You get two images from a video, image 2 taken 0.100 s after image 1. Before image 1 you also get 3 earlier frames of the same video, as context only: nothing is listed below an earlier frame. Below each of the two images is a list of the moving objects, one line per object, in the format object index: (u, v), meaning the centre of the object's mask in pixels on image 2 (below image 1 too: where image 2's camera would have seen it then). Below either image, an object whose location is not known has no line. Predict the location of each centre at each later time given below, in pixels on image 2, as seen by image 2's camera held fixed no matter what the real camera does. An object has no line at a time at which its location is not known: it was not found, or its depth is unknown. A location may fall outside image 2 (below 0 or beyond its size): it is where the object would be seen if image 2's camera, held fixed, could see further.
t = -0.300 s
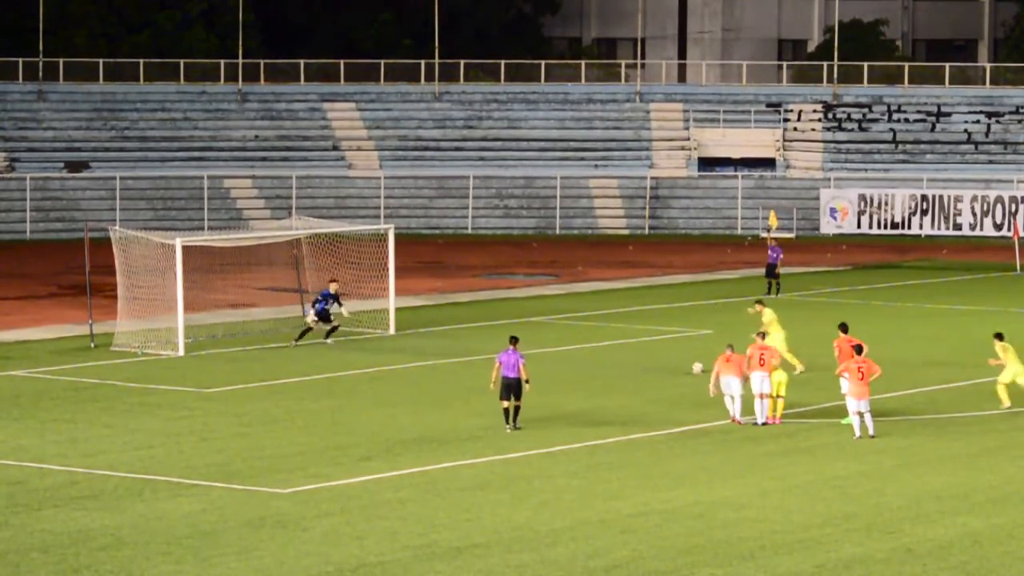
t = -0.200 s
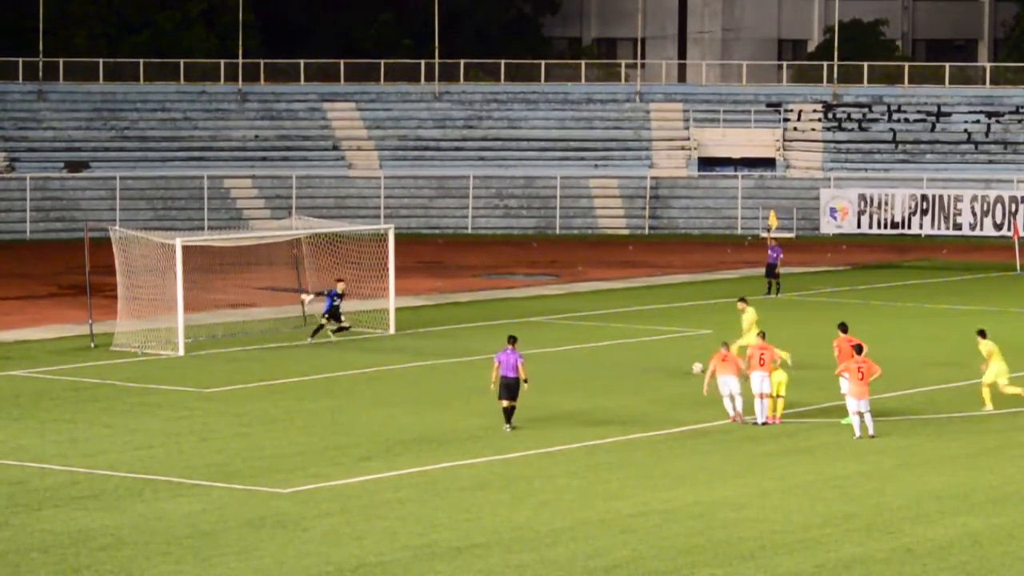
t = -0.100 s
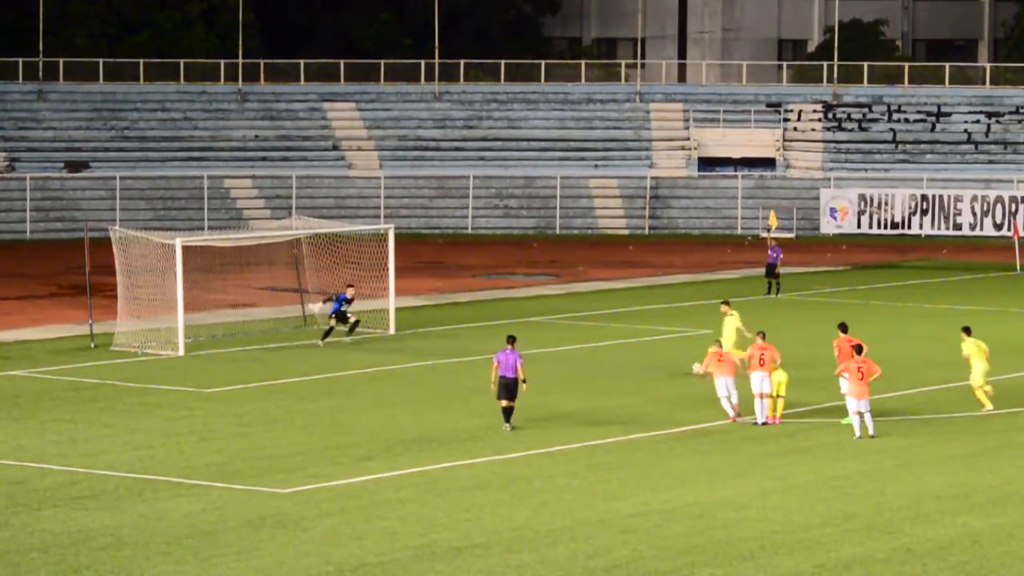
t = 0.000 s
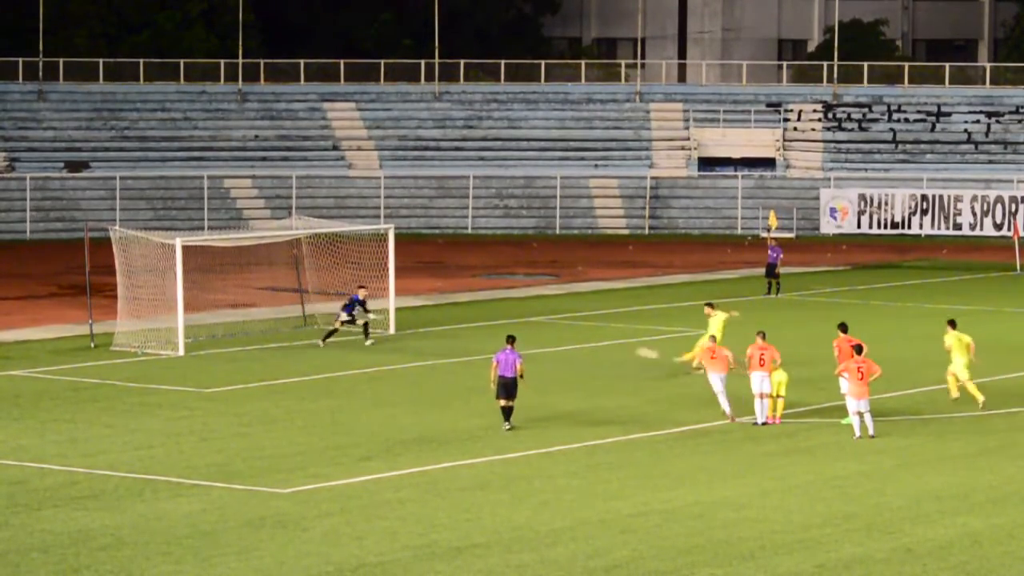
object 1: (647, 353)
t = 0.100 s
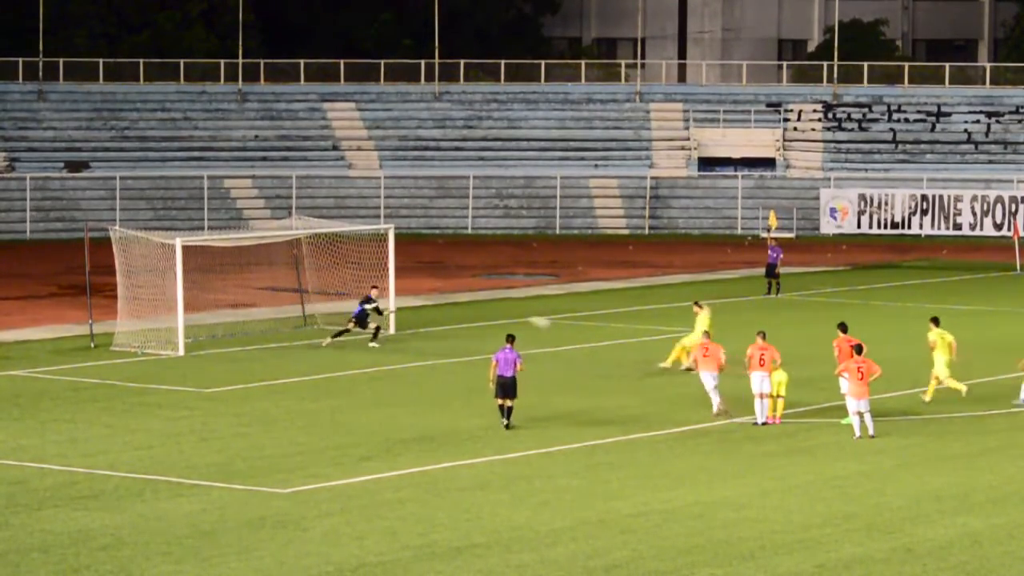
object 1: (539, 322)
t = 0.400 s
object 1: (264, 266)
